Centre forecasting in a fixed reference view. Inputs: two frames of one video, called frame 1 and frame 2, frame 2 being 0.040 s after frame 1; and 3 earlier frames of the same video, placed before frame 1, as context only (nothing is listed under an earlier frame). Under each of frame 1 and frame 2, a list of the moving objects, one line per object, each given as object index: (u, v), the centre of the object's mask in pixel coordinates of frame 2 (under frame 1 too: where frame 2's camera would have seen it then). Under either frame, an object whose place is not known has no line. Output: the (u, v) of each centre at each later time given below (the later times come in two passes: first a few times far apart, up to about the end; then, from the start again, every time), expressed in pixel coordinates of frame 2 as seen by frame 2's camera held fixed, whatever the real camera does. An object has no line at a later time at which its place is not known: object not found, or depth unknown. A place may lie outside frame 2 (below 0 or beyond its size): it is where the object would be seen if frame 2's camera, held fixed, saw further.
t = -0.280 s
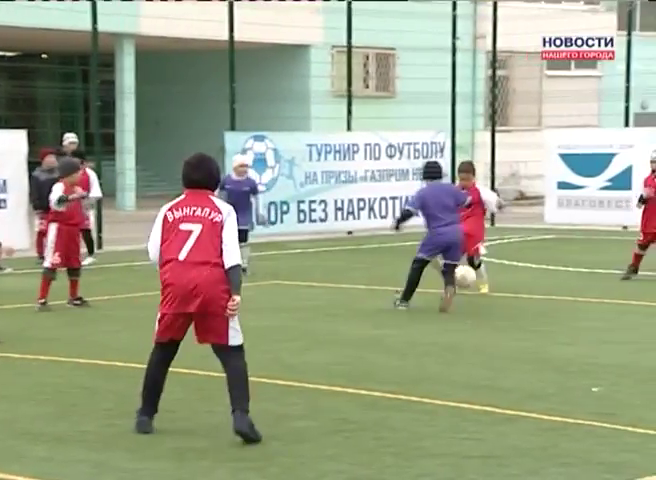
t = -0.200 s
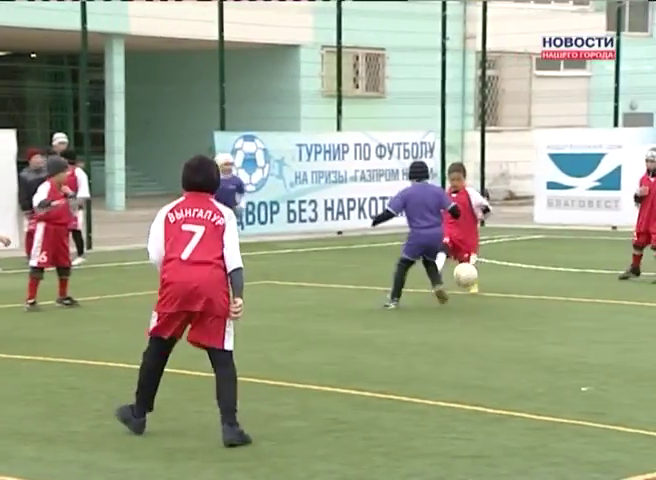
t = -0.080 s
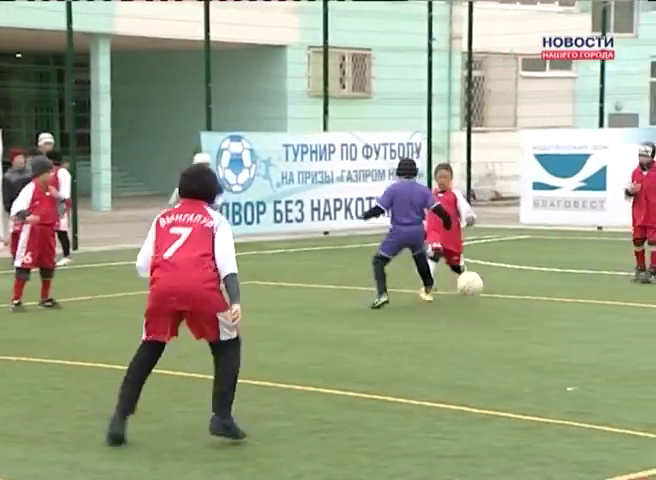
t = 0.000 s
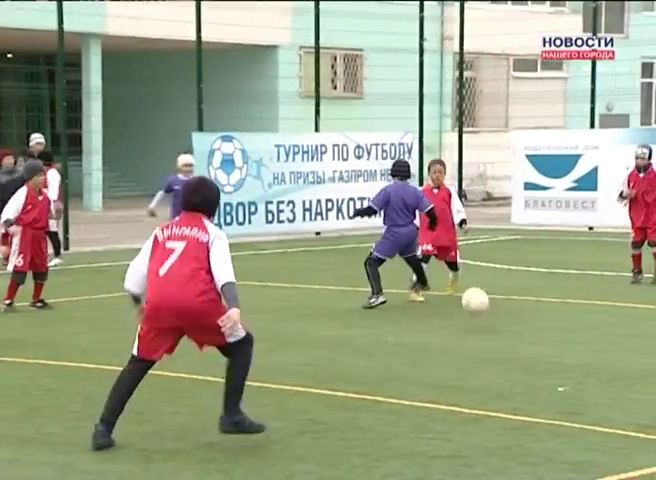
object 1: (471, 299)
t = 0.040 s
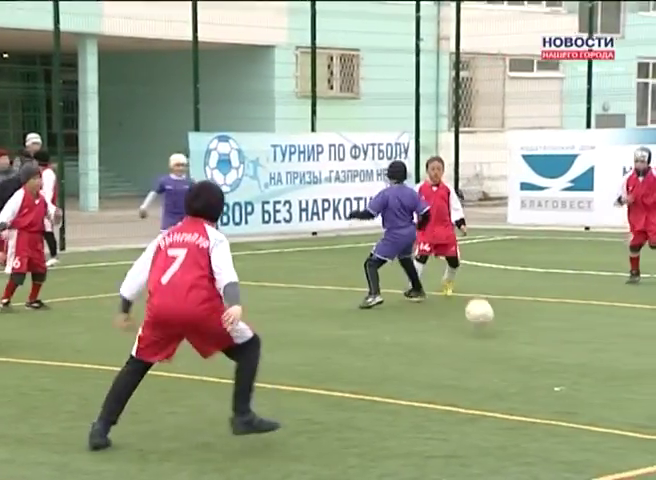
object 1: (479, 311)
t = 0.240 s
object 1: (520, 334)
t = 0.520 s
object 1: (587, 367)
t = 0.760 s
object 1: (651, 392)
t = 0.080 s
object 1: (487, 325)
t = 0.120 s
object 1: (495, 325)
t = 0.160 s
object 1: (503, 326)
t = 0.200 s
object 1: (512, 329)
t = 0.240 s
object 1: (520, 334)
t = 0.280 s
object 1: (530, 343)
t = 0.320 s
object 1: (539, 347)
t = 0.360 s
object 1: (549, 349)
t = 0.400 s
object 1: (558, 352)
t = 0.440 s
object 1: (568, 359)
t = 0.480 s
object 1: (577, 364)
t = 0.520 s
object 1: (587, 367)
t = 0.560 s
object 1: (597, 372)
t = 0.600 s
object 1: (607, 375)
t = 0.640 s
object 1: (617, 379)
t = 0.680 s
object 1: (628, 383)
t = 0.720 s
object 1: (639, 387)
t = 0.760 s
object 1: (651, 392)
